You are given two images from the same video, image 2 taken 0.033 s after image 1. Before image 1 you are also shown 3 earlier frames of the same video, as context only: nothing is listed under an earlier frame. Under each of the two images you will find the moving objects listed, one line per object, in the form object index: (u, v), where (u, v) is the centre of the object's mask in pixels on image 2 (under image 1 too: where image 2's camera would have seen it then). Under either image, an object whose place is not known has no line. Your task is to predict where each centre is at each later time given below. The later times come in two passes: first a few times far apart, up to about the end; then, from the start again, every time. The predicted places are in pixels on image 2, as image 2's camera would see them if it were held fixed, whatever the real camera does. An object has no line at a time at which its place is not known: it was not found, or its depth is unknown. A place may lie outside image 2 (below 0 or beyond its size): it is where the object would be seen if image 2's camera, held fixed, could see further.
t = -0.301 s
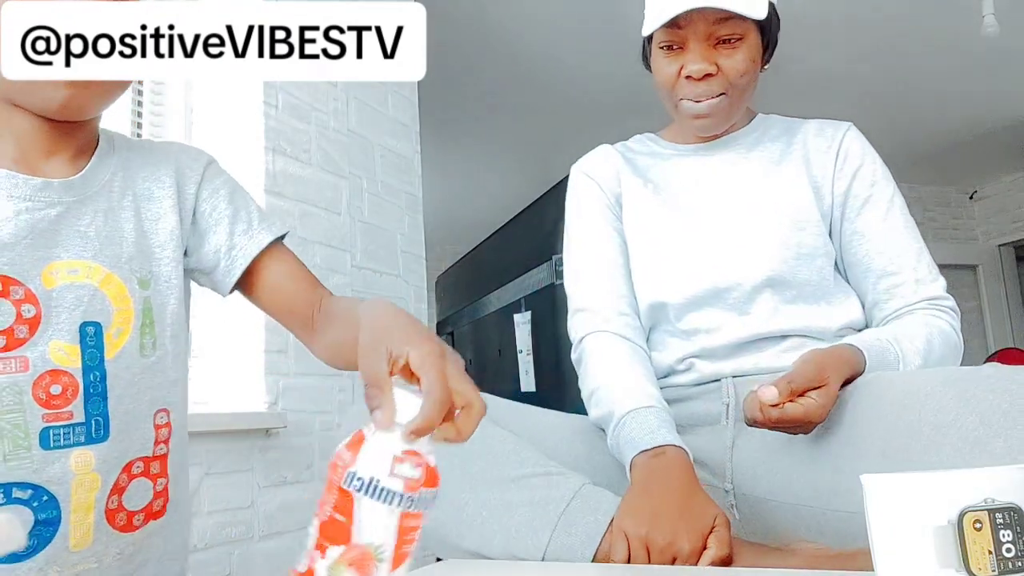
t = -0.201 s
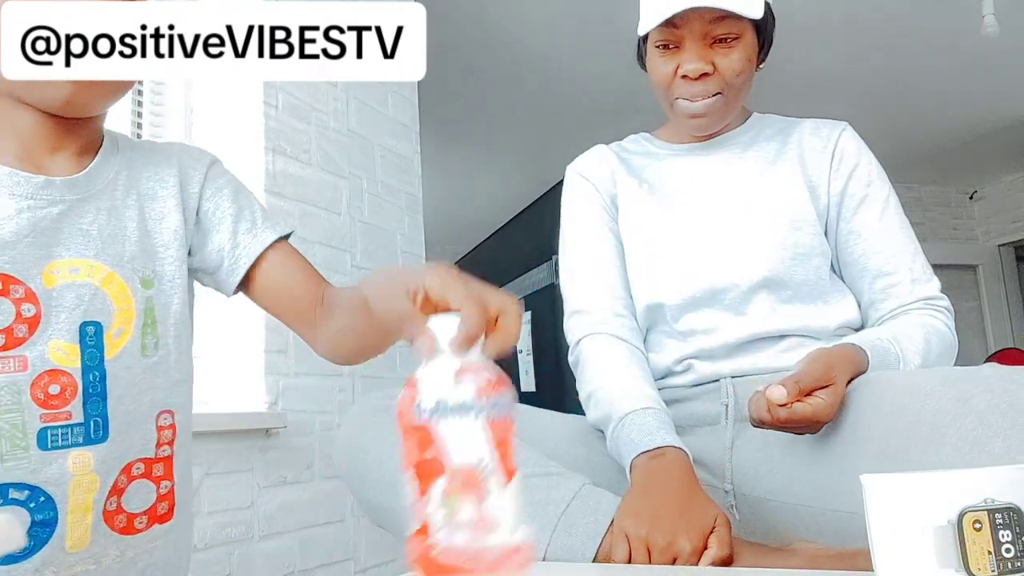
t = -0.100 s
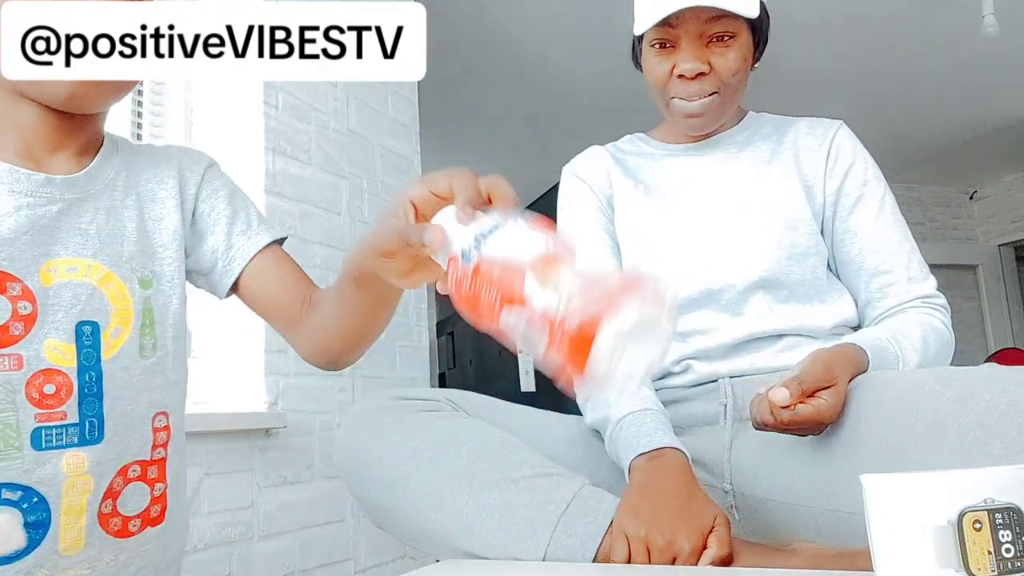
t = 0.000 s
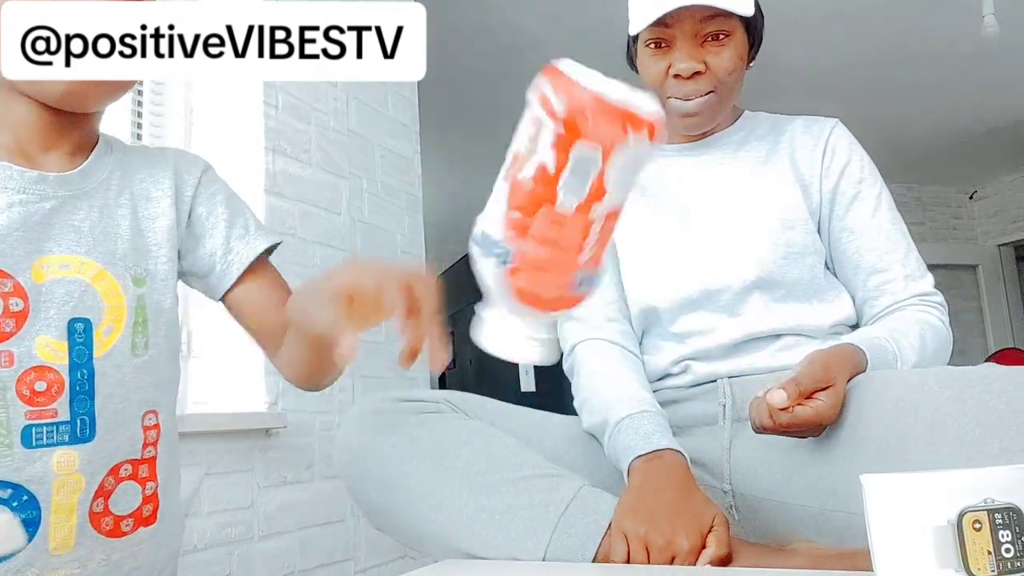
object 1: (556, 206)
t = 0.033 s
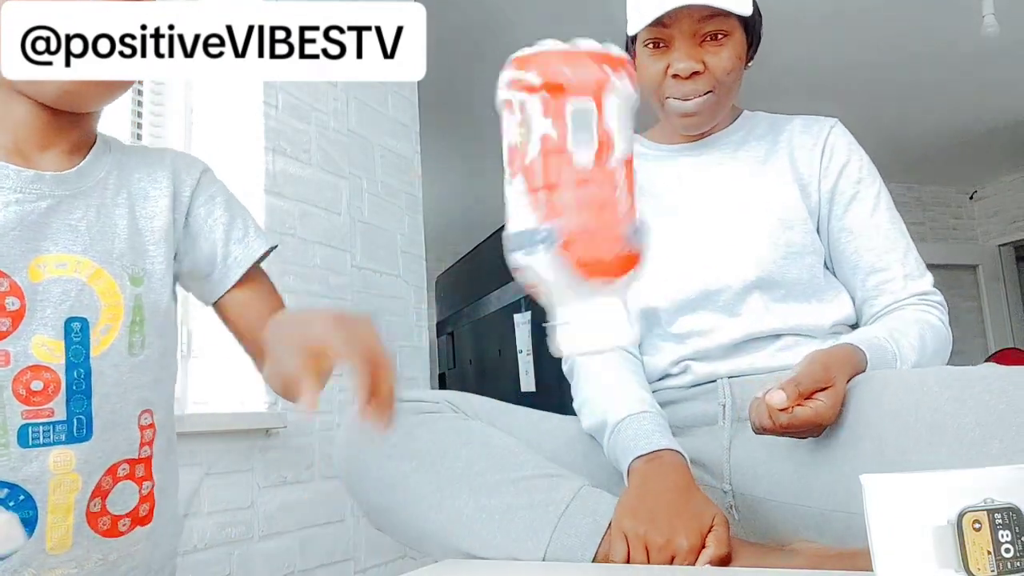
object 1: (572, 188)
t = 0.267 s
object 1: (510, 478)
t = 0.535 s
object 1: (450, 488)
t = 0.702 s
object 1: (446, 488)
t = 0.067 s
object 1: (586, 173)
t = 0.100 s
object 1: (589, 169)
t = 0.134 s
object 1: (582, 185)
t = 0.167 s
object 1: (561, 229)
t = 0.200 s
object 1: (540, 310)
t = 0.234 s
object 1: (522, 431)
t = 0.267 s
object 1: (510, 478)
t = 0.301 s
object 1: (486, 483)
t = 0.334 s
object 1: (467, 484)
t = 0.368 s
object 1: (457, 485)
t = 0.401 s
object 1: (453, 485)
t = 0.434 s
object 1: (457, 485)
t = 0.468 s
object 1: (461, 487)
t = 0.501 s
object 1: (452, 488)
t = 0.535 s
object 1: (450, 488)
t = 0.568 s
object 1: (448, 488)
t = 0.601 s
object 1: (446, 488)
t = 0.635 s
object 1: (446, 488)
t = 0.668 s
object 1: (446, 488)
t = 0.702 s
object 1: (446, 488)
